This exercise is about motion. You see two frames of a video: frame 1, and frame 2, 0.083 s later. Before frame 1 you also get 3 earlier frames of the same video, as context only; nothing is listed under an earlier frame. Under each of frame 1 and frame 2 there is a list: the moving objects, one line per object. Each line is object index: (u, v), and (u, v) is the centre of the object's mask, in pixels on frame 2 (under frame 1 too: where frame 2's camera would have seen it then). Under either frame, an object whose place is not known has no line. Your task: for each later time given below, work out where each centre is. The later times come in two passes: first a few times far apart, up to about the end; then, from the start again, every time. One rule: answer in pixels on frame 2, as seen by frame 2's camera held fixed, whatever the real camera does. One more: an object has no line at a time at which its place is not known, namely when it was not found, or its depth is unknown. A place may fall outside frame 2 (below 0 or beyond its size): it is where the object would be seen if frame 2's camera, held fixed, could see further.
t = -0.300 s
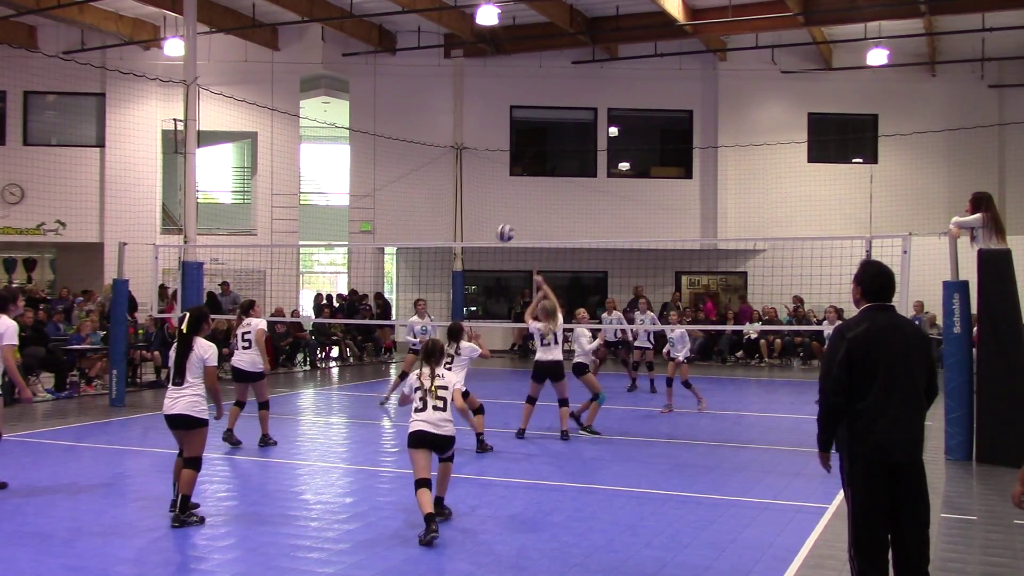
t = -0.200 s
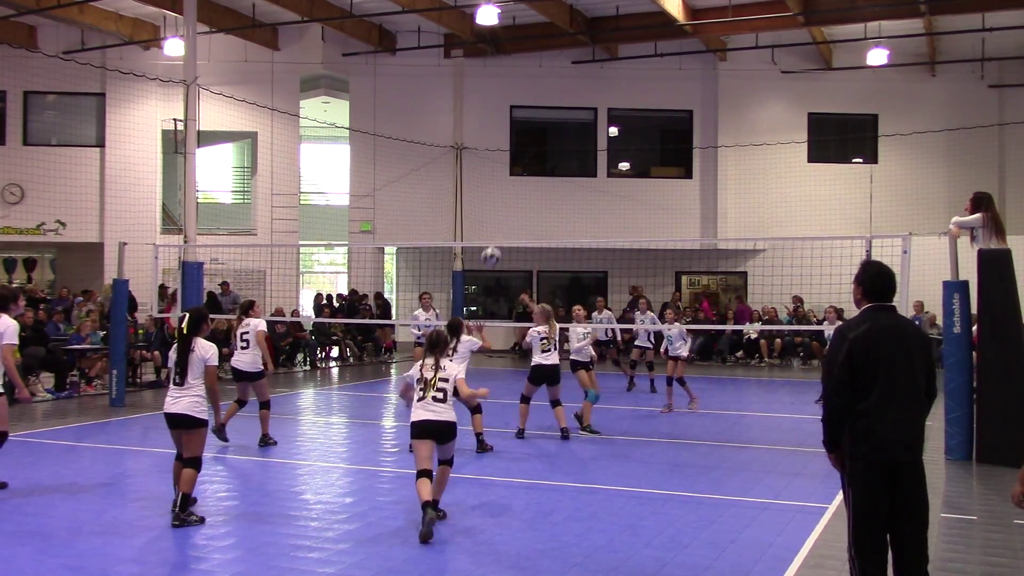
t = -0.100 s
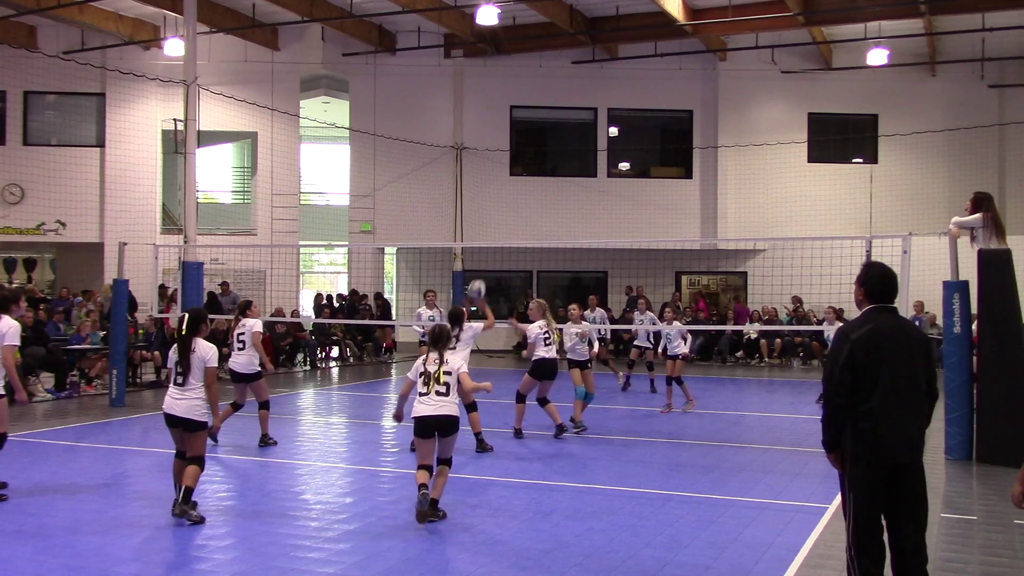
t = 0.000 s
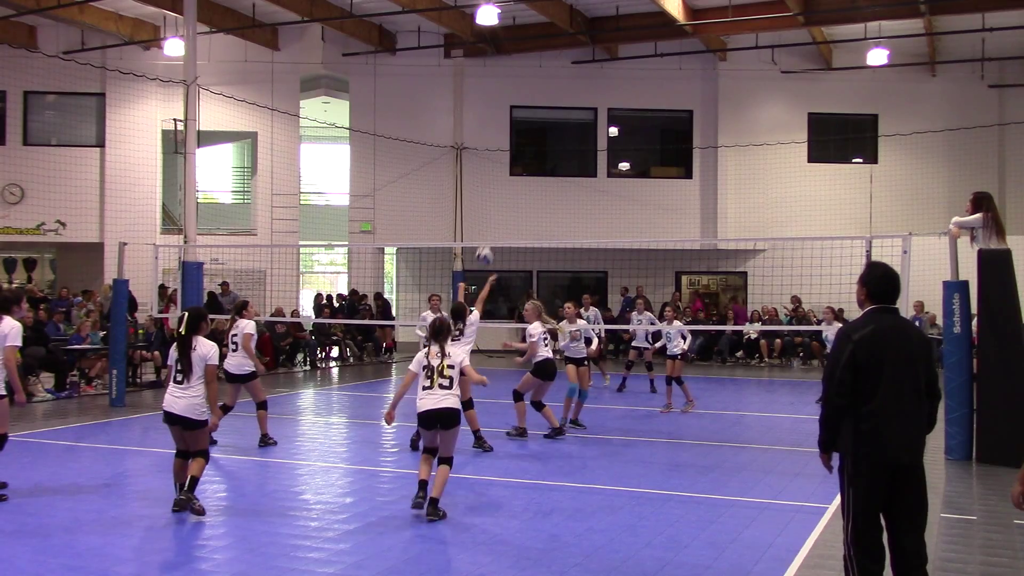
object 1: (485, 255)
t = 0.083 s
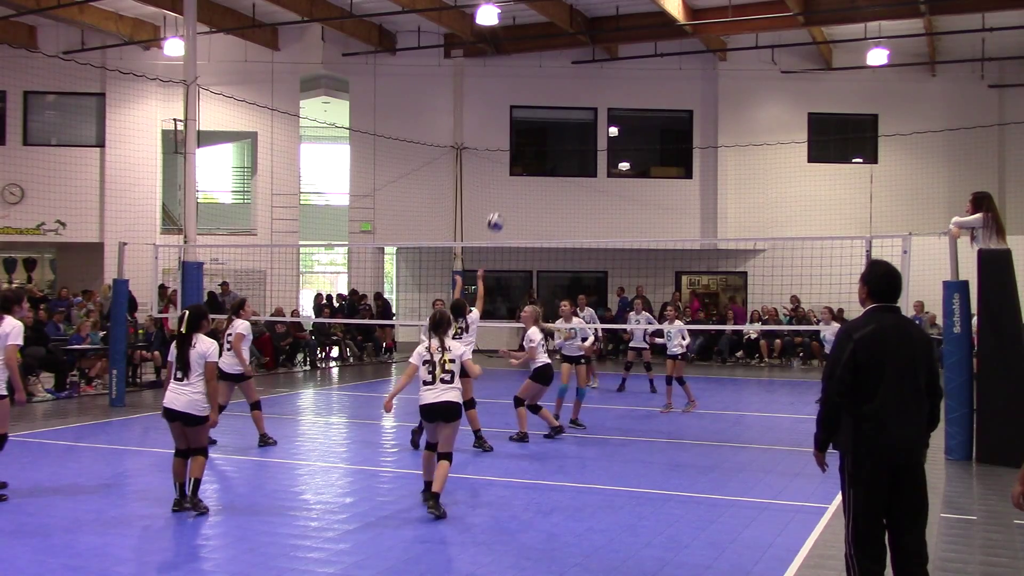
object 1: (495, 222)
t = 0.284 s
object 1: (520, 172)
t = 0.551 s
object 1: (547, 162)
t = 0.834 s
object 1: (572, 207)
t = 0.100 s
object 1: (497, 216)
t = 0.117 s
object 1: (499, 211)
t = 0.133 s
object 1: (502, 206)
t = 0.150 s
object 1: (504, 201)
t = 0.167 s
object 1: (506, 196)
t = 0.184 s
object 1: (508, 192)
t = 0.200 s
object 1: (510, 188)
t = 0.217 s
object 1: (512, 185)
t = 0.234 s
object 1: (514, 181)
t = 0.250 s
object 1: (516, 177)
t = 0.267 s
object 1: (518, 175)
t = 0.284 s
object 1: (520, 172)
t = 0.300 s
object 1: (522, 170)
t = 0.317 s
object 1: (524, 168)
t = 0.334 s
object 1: (526, 166)
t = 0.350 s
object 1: (527, 165)
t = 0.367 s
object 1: (529, 164)
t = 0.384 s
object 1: (530, 162)
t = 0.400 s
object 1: (533, 161)
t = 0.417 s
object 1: (534, 160)
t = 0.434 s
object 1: (536, 160)
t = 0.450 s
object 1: (538, 160)
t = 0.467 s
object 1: (539, 160)
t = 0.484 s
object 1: (541, 160)
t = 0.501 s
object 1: (543, 160)
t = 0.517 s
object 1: (544, 161)
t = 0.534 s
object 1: (546, 162)
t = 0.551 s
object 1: (547, 162)
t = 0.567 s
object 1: (549, 163)
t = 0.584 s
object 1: (550, 165)
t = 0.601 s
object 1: (552, 166)
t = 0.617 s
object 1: (553, 168)
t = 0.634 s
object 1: (555, 170)
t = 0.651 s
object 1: (556, 172)
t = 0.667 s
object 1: (558, 174)
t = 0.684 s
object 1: (559, 176)
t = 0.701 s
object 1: (561, 179)
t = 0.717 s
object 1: (562, 182)
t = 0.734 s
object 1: (563, 185)
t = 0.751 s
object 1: (565, 188)
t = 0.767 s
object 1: (566, 191)
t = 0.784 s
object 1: (567, 195)
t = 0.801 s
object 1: (569, 198)
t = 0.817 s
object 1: (570, 202)
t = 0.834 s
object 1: (572, 207)
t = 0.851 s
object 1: (573, 211)
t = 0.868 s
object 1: (574, 215)
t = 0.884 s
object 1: (576, 220)
